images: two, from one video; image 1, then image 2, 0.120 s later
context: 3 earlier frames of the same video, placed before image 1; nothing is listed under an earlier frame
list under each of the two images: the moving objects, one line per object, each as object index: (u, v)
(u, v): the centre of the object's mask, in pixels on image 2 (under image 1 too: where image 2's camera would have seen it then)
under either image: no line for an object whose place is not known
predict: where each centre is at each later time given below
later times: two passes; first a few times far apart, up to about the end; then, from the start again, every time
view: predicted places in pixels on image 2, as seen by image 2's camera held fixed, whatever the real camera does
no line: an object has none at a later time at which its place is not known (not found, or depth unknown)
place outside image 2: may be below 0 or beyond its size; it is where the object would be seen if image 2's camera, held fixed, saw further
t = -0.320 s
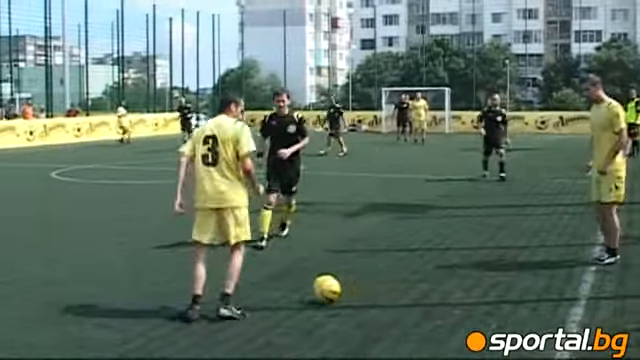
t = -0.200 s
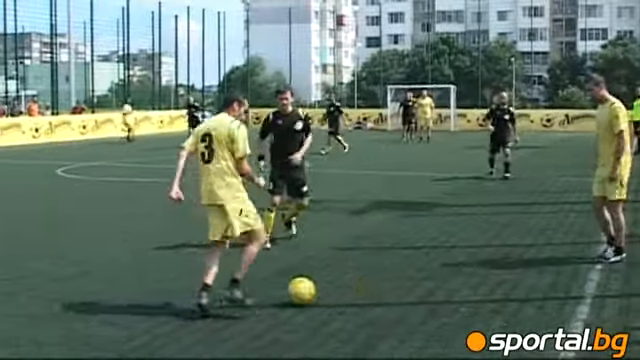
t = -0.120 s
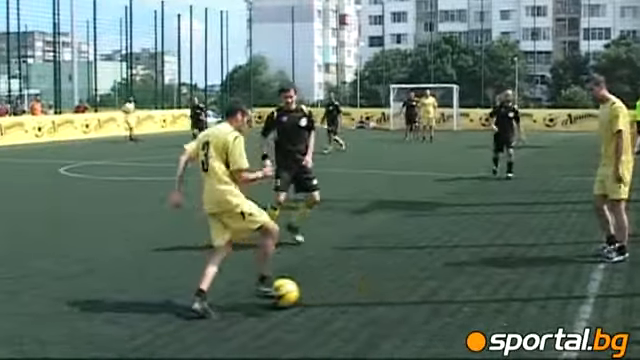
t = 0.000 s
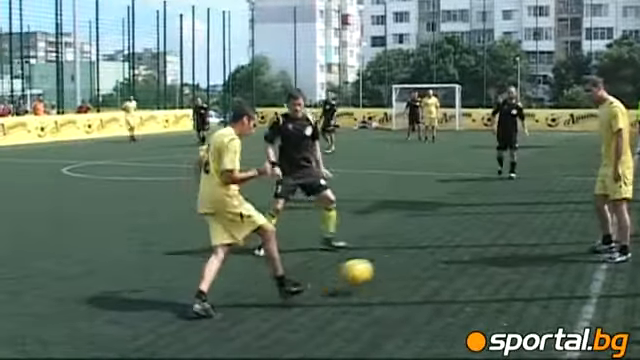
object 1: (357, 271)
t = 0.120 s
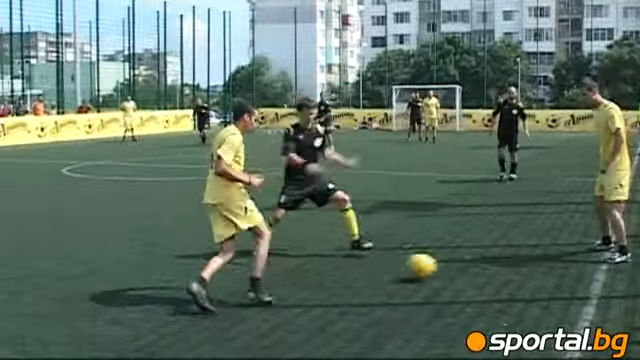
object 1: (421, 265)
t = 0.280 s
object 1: (484, 252)
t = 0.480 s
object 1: (544, 237)
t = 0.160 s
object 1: (440, 262)
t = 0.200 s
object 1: (456, 258)
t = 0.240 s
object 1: (470, 254)
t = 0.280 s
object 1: (484, 252)
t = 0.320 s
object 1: (497, 252)
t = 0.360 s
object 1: (510, 250)
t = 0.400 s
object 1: (522, 244)
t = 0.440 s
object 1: (534, 239)
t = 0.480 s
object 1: (544, 237)
